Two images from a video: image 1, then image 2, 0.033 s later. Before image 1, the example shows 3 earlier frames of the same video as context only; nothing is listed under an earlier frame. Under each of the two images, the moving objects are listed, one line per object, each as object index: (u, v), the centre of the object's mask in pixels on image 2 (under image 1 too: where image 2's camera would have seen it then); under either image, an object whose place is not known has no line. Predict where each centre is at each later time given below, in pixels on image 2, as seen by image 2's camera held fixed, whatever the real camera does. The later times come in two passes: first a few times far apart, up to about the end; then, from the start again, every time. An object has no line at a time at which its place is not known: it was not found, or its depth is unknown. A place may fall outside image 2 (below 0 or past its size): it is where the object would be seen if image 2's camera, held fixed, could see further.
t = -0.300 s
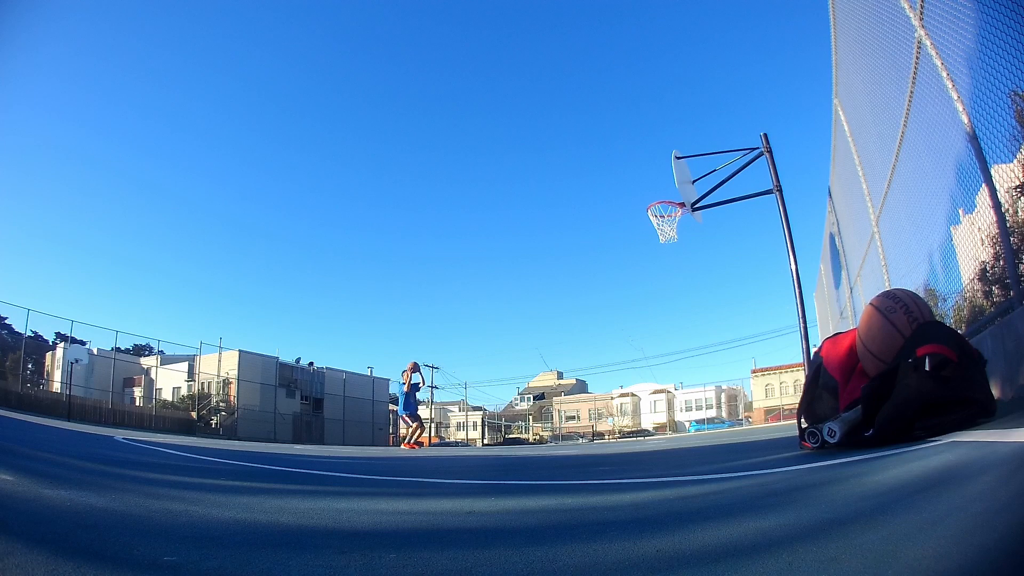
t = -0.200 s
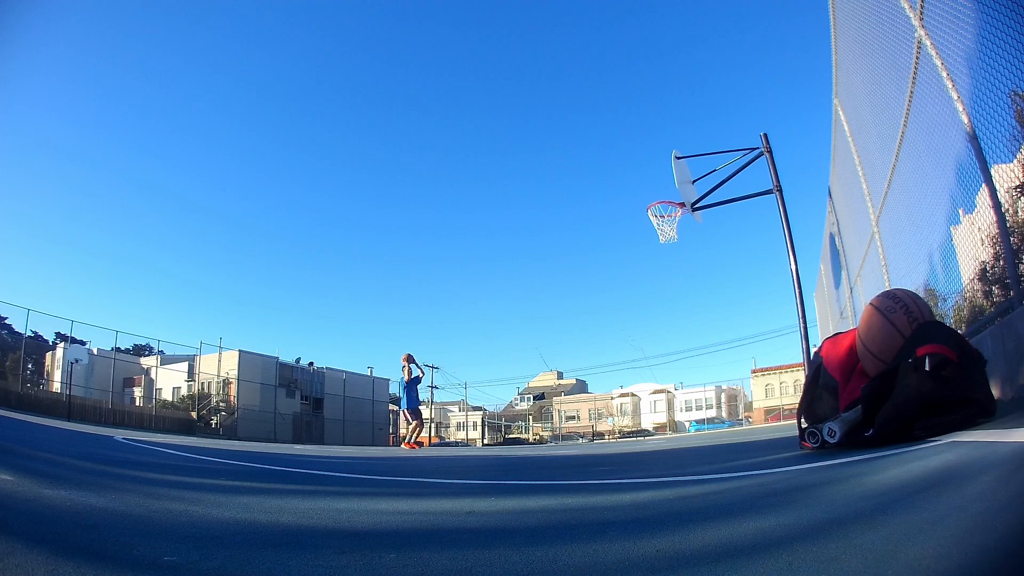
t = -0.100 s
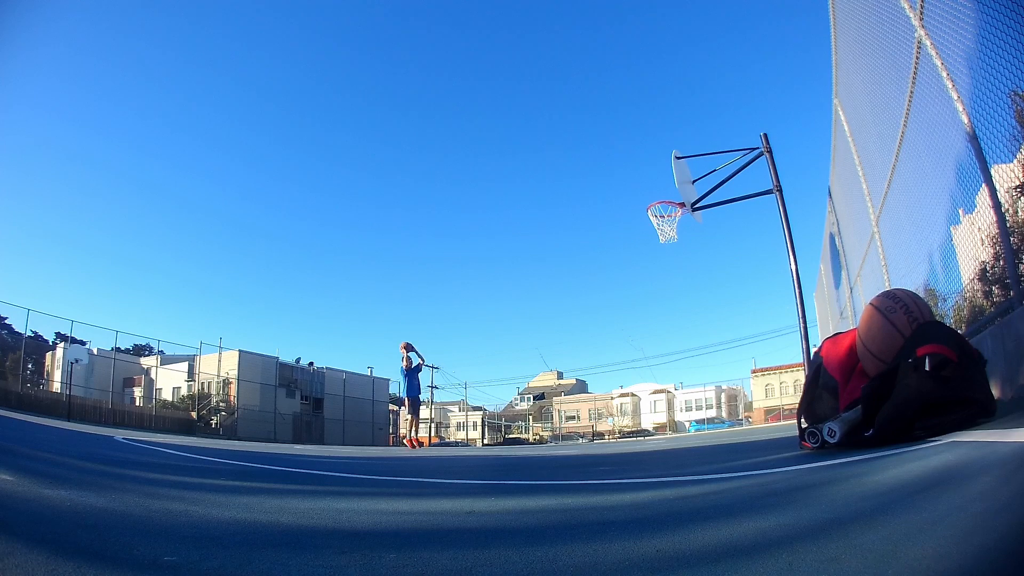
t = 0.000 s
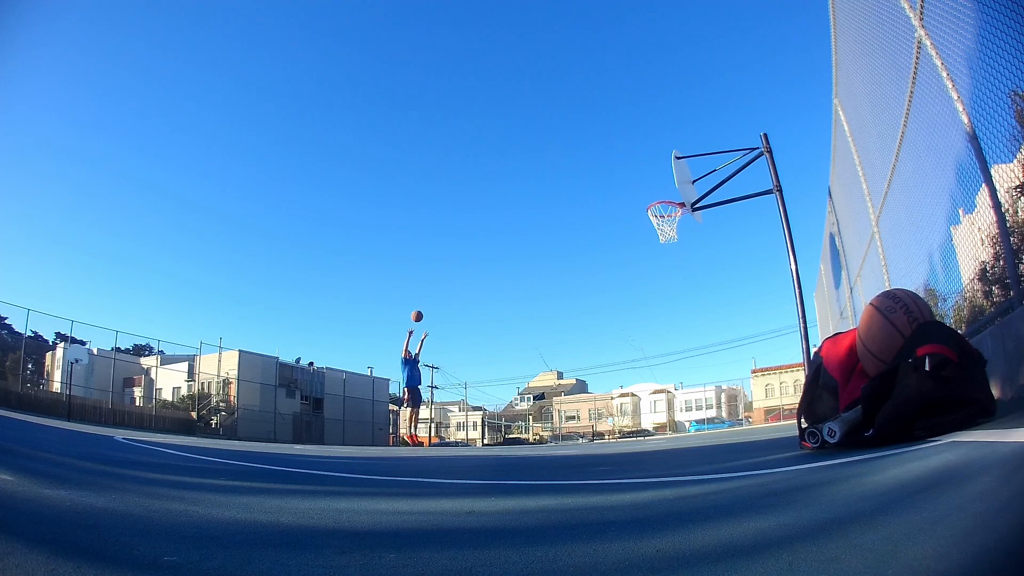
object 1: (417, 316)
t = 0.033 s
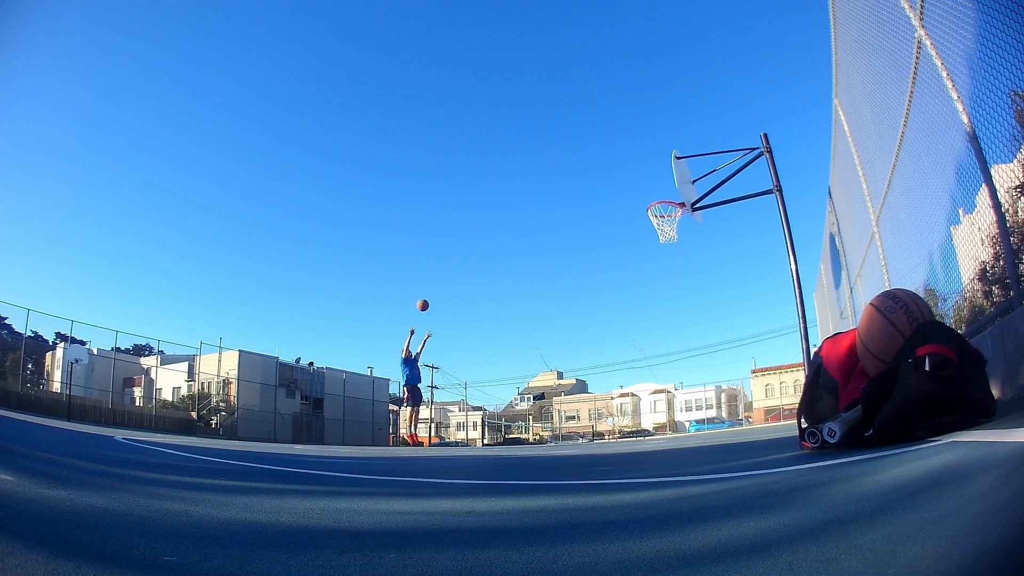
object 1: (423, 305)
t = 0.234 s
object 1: (460, 248)
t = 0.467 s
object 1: (509, 201)
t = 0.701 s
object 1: (565, 177)
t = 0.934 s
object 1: (633, 183)
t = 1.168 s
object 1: (662, 167)
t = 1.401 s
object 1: (634, 118)
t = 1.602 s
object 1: (614, 100)
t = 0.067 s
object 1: (429, 294)
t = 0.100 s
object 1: (435, 284)
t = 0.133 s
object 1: (441, 275)
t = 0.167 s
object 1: (447, 265)
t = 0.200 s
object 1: (454, 256)
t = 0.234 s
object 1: (460, 248)
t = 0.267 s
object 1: (467, 240)
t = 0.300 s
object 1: (473, 232)
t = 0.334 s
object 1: (480, 225)
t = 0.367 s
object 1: (487, 218)
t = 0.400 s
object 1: (494, 212)
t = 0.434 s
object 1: (501, 206)
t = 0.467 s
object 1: (509, 201)
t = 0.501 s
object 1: (516, 196)
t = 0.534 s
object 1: (524, 191)
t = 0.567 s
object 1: (532, 187)
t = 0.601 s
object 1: (540, 184)
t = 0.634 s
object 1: (548, 181)
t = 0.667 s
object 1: (556, 179)
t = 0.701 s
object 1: (565, 177)
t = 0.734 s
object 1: (574, 176)
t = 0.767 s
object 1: (583, 175)
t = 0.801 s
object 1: (592, 175)
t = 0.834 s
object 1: (602, 176)
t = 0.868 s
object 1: (612, 177)
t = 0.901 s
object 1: (622, 180)
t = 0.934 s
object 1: (633, 183)
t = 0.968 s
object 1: (644, 186)
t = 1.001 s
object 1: (655, 191)
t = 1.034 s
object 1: (667, 195)
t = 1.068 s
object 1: (675, 198)
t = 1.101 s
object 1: (670, 188)
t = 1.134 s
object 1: (666, 177)
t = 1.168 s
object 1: (662, 167)
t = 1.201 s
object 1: (658, 158)
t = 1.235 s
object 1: (654, 150)
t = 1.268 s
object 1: (650, 142)
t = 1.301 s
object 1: (646, 135)
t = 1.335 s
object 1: (642, 128)
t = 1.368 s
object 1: (638, 123)
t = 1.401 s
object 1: (634, 118)
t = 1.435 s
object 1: (631, 114)
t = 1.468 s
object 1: (627, 110)
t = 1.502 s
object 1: (624, 106)
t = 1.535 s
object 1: (620, 104)
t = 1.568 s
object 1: (617, 102)
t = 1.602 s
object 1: (614, 100)
